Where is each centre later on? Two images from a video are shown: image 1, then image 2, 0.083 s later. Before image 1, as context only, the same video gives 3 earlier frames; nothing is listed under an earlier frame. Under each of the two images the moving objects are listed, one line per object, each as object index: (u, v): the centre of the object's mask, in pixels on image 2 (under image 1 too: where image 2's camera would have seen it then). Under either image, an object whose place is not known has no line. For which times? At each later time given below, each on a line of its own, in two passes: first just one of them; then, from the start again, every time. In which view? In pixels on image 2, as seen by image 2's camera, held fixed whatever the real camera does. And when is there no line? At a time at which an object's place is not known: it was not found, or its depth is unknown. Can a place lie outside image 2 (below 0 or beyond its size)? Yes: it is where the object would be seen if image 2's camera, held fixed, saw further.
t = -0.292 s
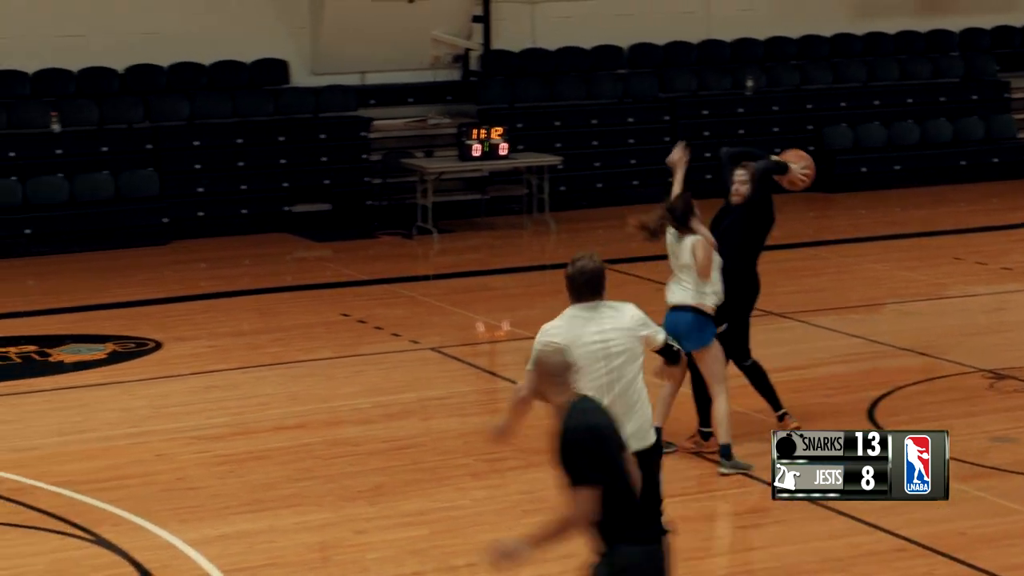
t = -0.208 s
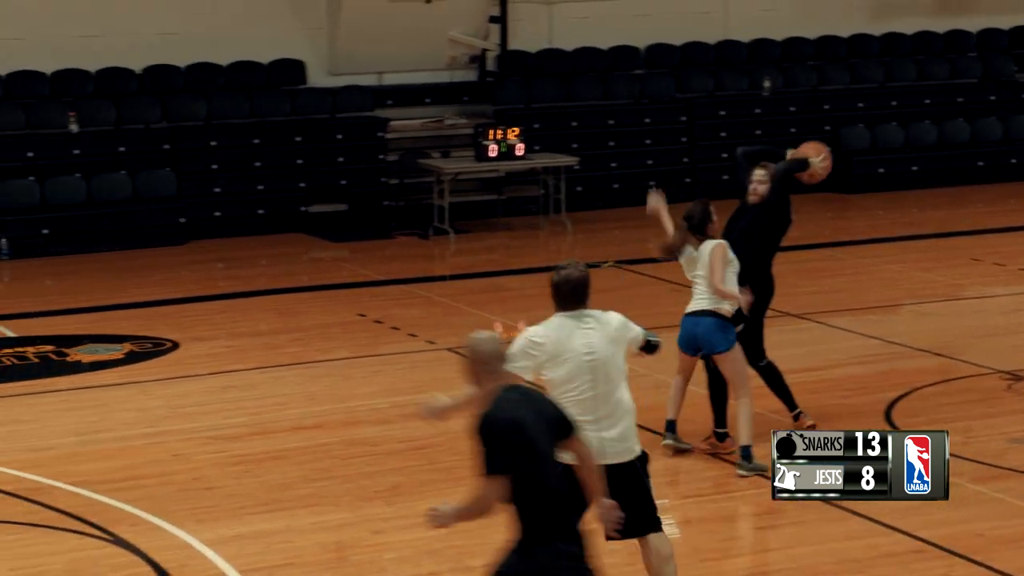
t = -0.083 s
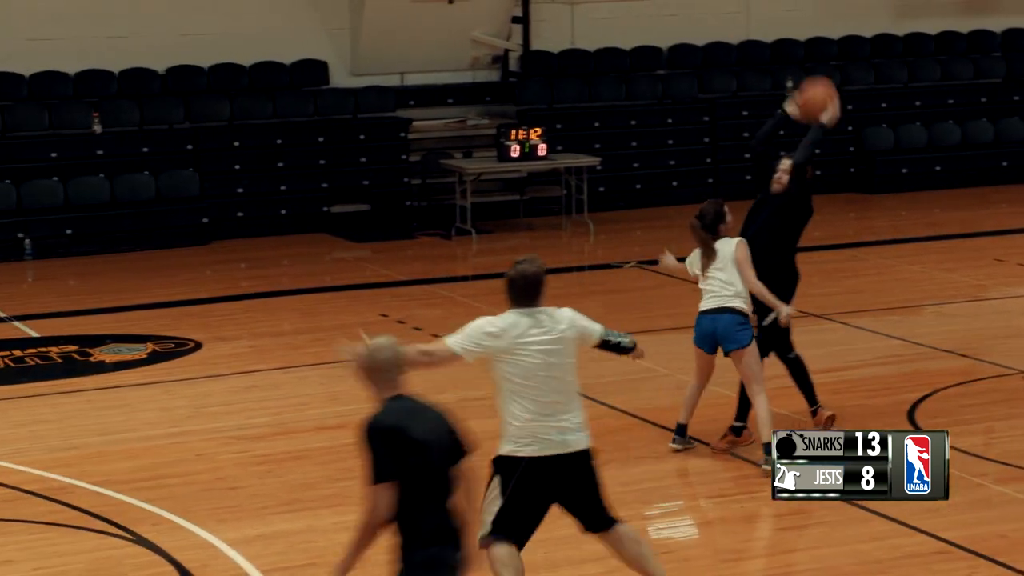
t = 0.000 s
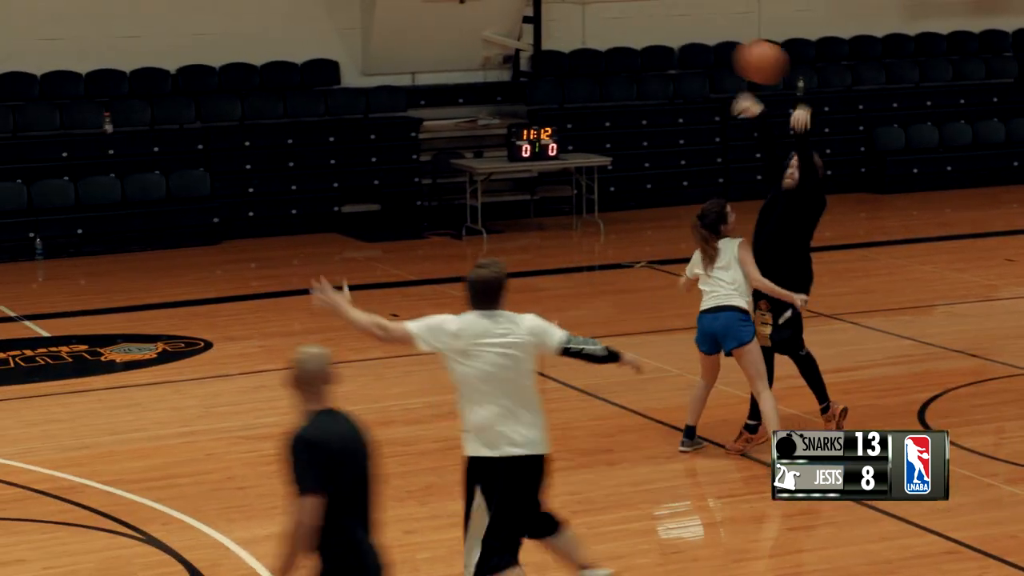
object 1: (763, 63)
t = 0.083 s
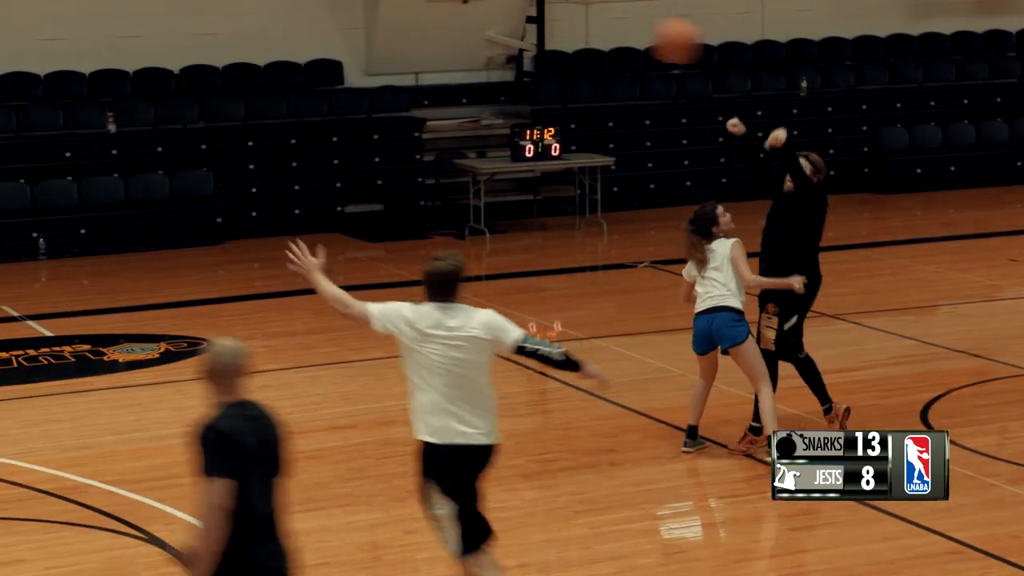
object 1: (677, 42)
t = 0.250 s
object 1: (478, 37)
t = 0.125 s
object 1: (629, 35)
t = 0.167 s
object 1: (581, 32)
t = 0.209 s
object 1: (530, 33)
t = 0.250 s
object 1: (478, 37)
